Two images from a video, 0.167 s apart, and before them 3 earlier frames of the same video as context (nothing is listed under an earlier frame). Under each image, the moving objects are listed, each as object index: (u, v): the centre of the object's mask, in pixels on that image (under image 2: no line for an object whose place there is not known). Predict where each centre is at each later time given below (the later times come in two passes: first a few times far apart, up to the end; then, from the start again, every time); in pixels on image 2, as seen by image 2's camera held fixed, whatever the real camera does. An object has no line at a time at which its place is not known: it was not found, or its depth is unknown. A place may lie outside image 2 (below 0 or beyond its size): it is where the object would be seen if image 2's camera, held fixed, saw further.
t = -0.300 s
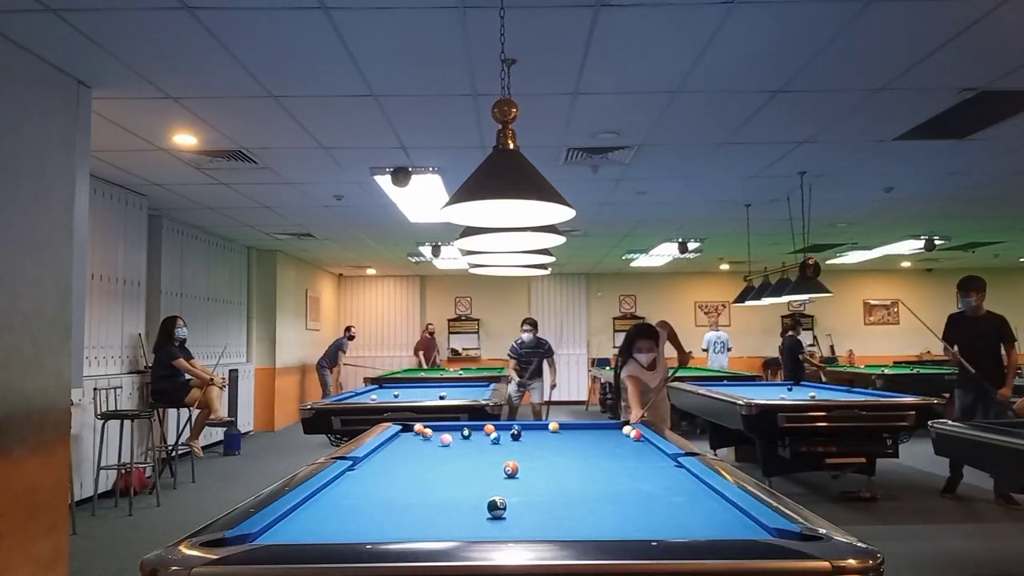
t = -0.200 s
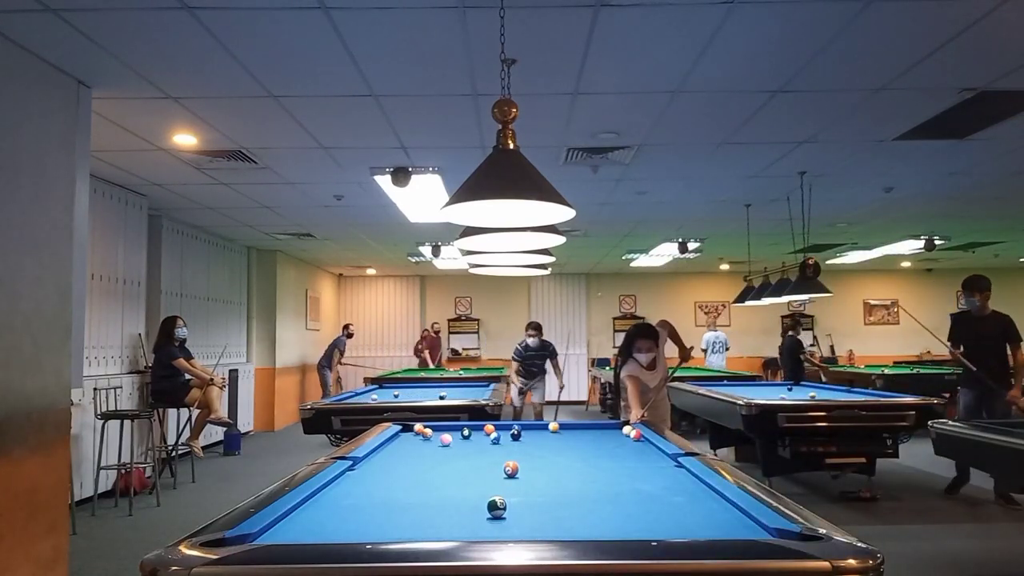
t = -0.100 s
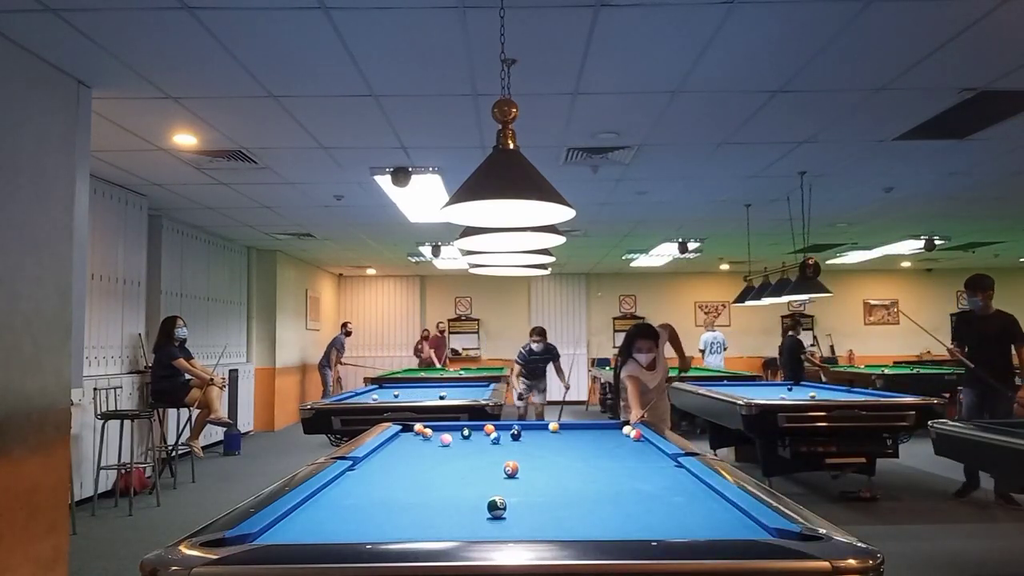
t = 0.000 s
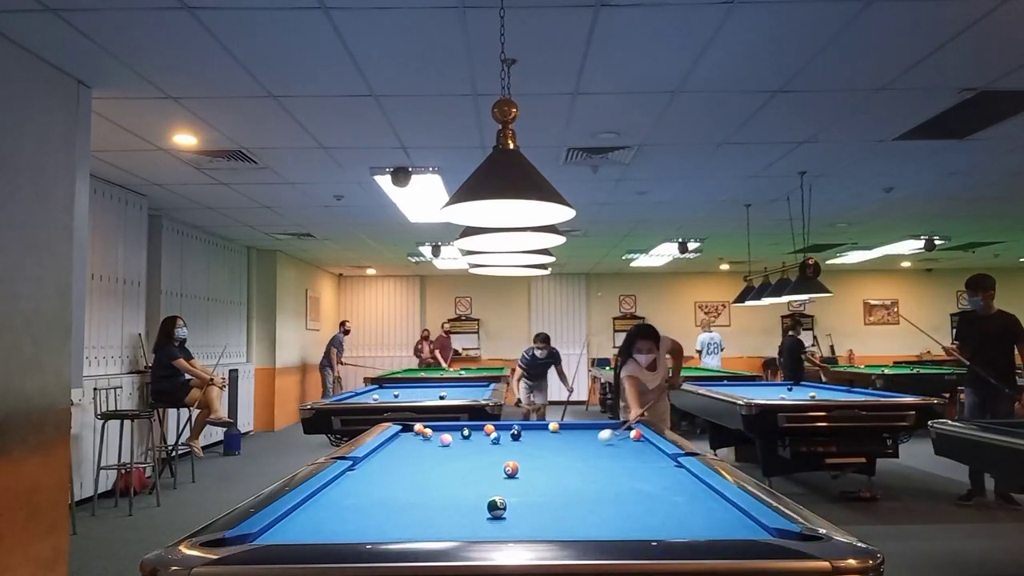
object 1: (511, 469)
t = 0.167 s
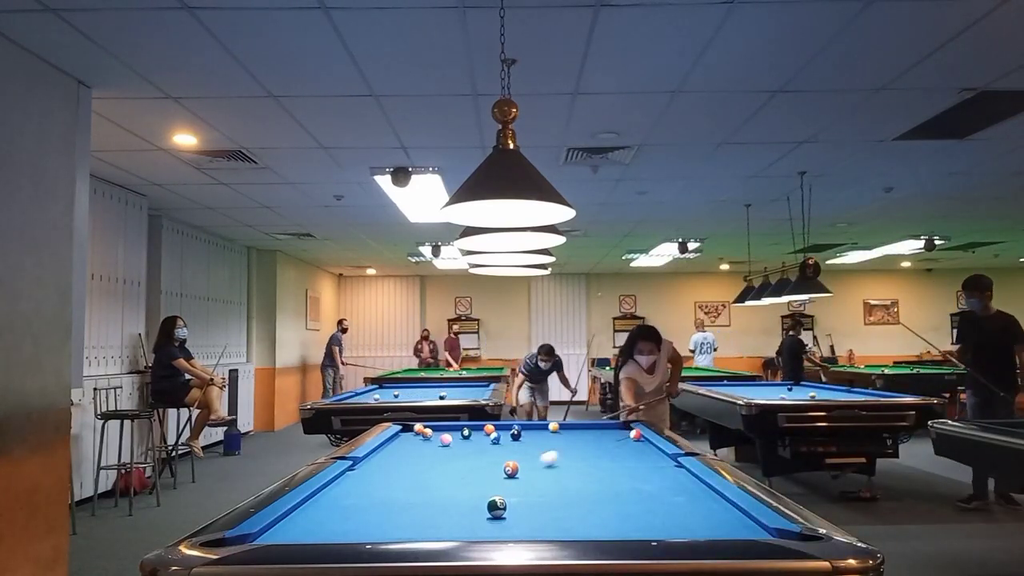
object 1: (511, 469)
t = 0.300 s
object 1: (459, 473)
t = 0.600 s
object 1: (365, 489)
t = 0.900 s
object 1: (454, 498)
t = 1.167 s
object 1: (540, 506)
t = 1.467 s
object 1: (649, 514)
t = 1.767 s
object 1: (739, 522)
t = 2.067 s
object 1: (691, 524)
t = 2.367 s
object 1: (646, 525)
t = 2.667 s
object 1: (604, 526)
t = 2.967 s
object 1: (564, 527)
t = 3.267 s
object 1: (526, 528)
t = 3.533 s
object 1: (495, 529)
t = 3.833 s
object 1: (462, 530)
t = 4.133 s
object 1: (431, 531)
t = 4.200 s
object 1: (425, 531)
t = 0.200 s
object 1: (511, 469)
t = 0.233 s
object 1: (505, 469)
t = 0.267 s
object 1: (482, 471)
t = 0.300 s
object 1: (459, 473)
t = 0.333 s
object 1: (436, 476)
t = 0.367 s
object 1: (412, 478)
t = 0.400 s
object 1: (389, 481)
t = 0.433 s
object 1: (366, 483)
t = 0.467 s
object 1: (343, 485)
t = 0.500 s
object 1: (332, 487)
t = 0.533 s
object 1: (344, 488)
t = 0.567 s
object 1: (355, 489)
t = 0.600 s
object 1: (365, 489)
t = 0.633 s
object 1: (375, 490)
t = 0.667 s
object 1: (385, 491)
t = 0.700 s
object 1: (394, 492)
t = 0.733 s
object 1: (404, 493)
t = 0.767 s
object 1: (414, 494)
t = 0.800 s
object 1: (424, 495)
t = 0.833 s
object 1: (434, 496)
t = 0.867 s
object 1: (443, 497)
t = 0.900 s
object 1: (454, 498)
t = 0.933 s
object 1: (464, 499)
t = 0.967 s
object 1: (474, 500)
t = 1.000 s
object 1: (483, 500)
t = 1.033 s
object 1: (493, 495)
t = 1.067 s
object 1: (509, 502)
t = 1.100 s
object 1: (517, 504)
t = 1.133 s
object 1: (529, 505)
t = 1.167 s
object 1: (540, 506)
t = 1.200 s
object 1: (552, 507)
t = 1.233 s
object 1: (563, 508)
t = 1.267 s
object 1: (576, 508)
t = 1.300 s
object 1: (587, 509)
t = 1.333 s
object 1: (600, 510)
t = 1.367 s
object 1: (612, 511)
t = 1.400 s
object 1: (624, 512)
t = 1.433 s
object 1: (636, 513)
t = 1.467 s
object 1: (649, 514)
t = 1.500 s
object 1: (661, 515)
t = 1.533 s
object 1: (674, 516)
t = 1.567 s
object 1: (687, 517)
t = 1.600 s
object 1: (701, 518)
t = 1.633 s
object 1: (714, 520)
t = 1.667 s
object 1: (727, 520)
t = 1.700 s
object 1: (740, 521)
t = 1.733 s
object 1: (746, 522)
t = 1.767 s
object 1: (739, 522)
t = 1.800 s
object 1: (732, 523)
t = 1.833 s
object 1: (727, 523)
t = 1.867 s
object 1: (721, 523)
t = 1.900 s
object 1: (716, 523)
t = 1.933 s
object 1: (711, 523)
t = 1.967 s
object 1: (706, 523)
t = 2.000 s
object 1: (701, 523)
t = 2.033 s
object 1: (696, 523)
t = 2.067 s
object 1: (691, 524)
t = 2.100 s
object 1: (686, 524)
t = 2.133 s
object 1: (681, 524)
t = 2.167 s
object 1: (676, 524)
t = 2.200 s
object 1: (671, 524)
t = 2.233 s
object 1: (665, 524)
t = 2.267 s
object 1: (660, 524)
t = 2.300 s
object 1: (656, 524)
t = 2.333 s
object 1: (651, 525)
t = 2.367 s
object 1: (646, 525)
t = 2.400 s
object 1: (641, 525)
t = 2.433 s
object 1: (637, 525)
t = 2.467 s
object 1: (632, 525)
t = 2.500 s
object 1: (627, 525)
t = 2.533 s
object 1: (622, 525)
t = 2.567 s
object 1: (618, 525)
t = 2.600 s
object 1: (613, 526)
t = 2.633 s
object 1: (608, 526)
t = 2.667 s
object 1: (604, 526)
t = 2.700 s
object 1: (599, 526)
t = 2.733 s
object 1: (594, 526)
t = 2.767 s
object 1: (590, 526)
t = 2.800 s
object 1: (586, 526)
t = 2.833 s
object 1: (581, 527)
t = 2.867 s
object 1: (576, 527)
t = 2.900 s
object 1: (572, 527)
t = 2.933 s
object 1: (568, 527)
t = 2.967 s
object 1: (564, 527)
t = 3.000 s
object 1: (559, 528)
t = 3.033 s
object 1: (555, 528)
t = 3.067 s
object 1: (551, 528)
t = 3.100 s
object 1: (547, 528)
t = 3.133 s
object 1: (542, 528)
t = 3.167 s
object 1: (538, 528)
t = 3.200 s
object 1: (534, 528)
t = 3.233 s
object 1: (530, 528)
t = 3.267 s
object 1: (526, 528)
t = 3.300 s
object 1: (522, 528)
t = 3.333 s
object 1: (518, 528)
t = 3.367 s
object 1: (514, 528)
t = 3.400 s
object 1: (510, 528)
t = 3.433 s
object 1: (507, 528)
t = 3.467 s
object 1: (502, 529)
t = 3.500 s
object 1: (499, 529)
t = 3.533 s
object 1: (495, 529)
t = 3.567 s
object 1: (491, 529)
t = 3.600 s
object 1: (487, 529)
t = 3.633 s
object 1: (484, 529)
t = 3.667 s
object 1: (480, 529)
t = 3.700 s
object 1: (476, 529)
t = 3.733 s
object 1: (472, 530)
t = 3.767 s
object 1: (469, 530)
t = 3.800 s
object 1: (465, 530)
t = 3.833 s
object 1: (462, 530)
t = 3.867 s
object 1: (458, 530)
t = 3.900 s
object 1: (455, 530)
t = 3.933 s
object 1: (451, 530)
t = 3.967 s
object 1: (448, 530)
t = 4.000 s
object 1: (444, 530)
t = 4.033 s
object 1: (441, 530)
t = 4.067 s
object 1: (437, 530)
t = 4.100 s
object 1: (434, 531)
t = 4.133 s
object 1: (431, 531)
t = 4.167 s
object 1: (428, 531)
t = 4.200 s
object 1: (425, 531)
